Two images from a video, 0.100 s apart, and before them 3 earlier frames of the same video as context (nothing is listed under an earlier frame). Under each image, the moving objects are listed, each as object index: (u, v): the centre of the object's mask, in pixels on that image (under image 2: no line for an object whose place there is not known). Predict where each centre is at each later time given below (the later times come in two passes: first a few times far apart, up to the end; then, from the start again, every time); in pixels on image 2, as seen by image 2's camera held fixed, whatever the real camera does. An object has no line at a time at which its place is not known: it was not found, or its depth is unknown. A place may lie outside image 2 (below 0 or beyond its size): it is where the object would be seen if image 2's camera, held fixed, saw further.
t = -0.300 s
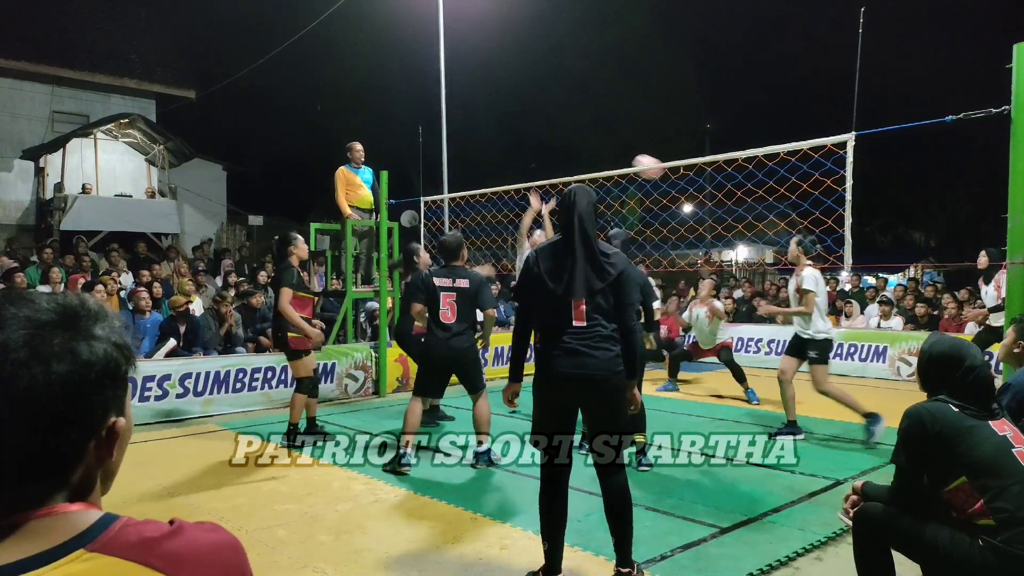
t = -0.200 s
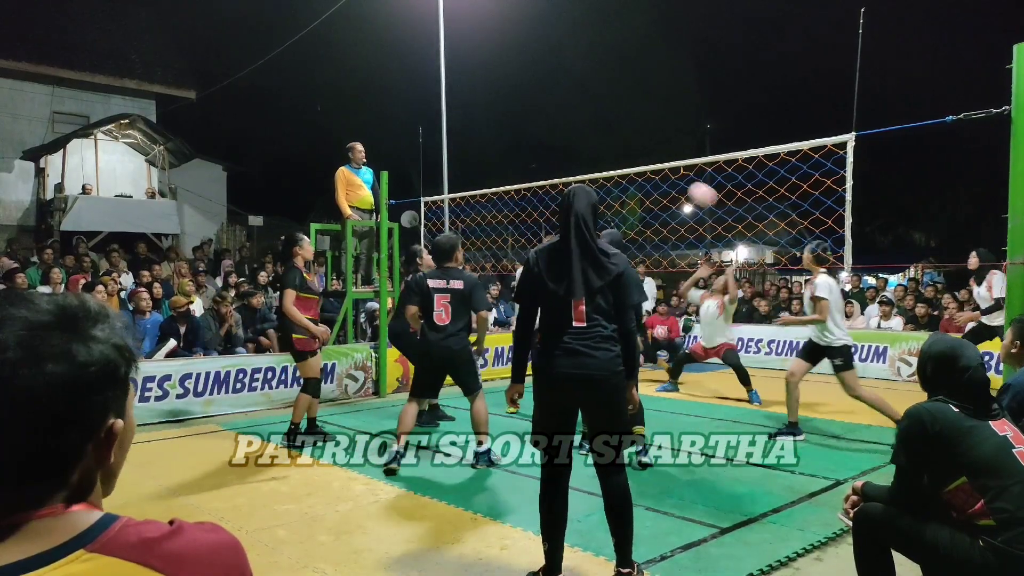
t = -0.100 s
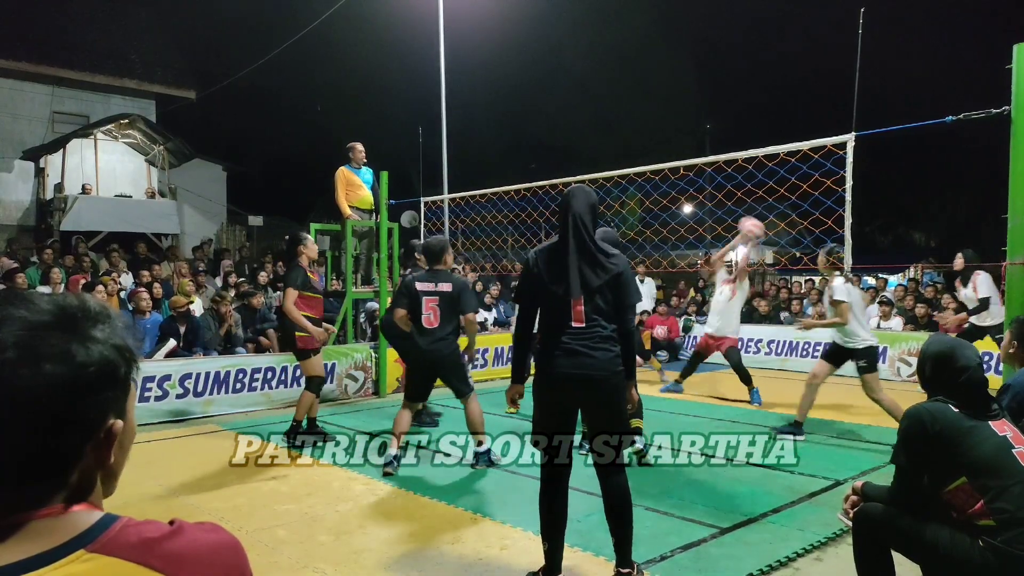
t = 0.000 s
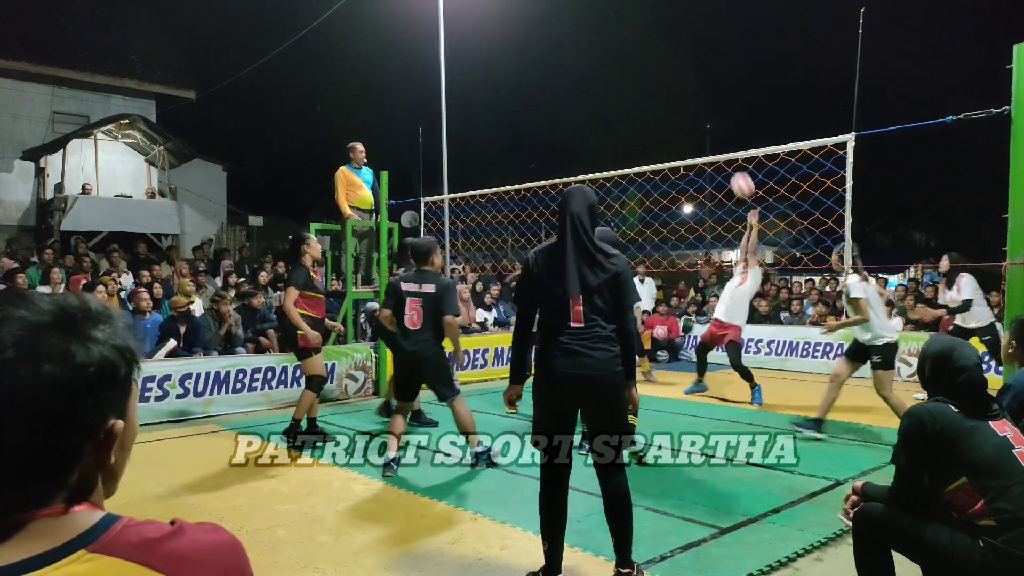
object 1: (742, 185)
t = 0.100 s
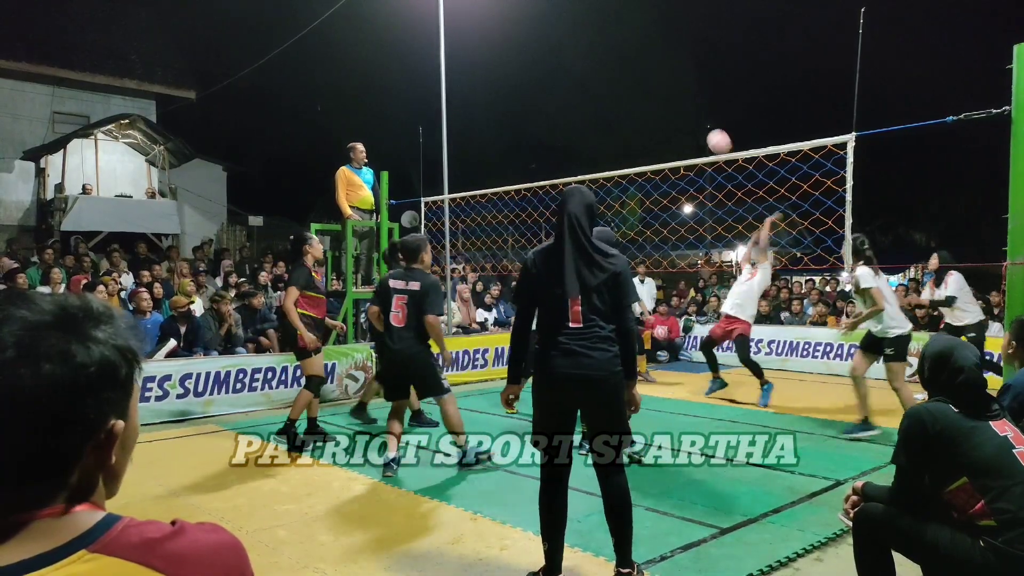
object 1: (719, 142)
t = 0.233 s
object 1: (688, 101)
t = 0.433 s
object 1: (645, 73)
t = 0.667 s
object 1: (597, 85)
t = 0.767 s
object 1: (578, 105)
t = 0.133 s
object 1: (711, 130)
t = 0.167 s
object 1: (703, 120)
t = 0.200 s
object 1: (696, 110)
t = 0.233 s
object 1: (688, 101)
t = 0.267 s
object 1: (681, 94)
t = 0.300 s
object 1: (673, 88)
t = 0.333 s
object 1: (666, 82)
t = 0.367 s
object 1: (659, 78)
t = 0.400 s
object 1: (652, 75)
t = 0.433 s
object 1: (645, 73)
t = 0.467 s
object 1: (638, 72)
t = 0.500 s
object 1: (631, 71)
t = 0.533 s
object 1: (624, 72)
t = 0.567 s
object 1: (617, 74)
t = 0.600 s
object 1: (611, 76)
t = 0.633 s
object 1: (604, 80)
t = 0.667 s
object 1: (597, 85)
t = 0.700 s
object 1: (591, 90)
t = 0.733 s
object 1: (585, 97)
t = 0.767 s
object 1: (578, 105)
